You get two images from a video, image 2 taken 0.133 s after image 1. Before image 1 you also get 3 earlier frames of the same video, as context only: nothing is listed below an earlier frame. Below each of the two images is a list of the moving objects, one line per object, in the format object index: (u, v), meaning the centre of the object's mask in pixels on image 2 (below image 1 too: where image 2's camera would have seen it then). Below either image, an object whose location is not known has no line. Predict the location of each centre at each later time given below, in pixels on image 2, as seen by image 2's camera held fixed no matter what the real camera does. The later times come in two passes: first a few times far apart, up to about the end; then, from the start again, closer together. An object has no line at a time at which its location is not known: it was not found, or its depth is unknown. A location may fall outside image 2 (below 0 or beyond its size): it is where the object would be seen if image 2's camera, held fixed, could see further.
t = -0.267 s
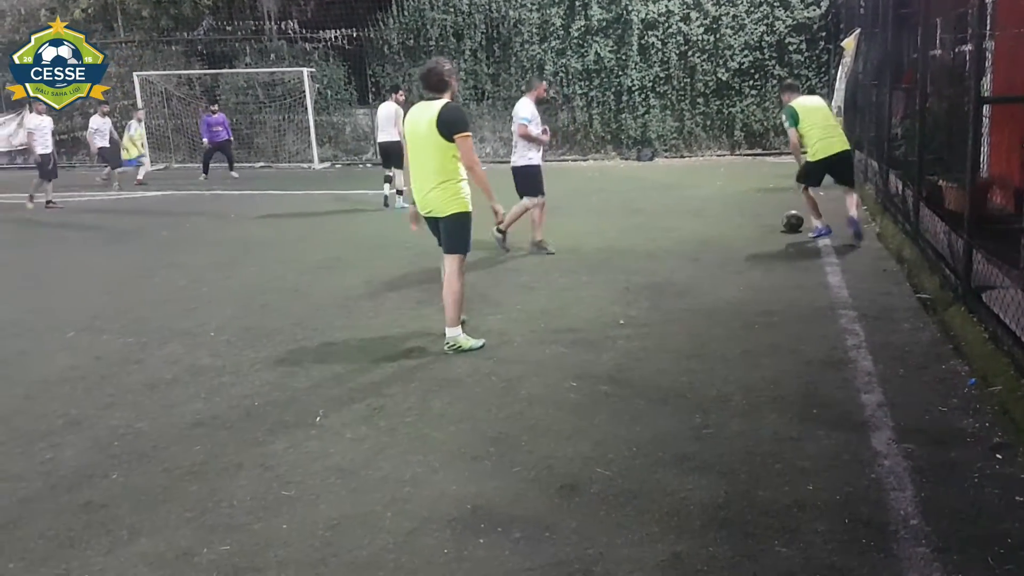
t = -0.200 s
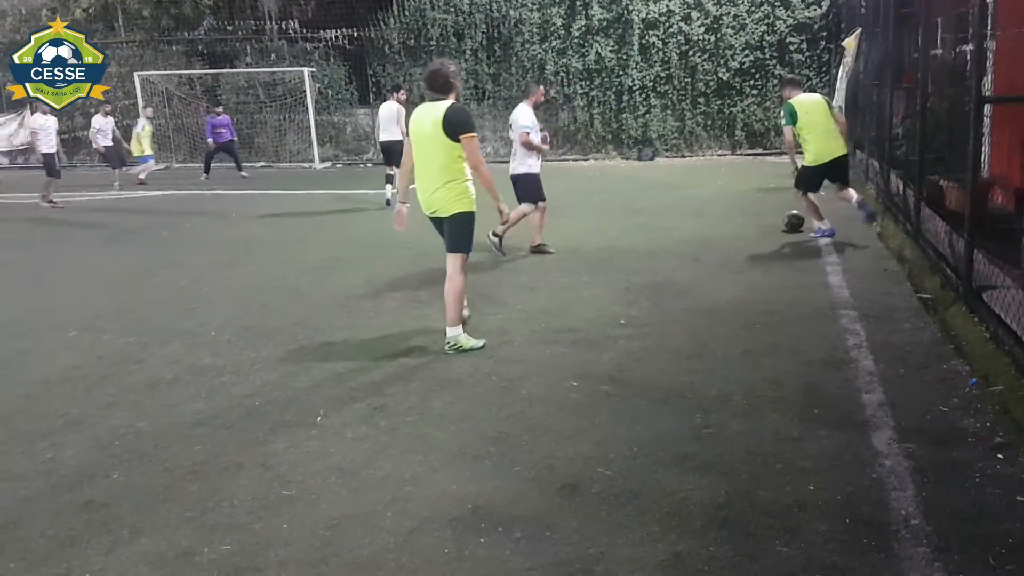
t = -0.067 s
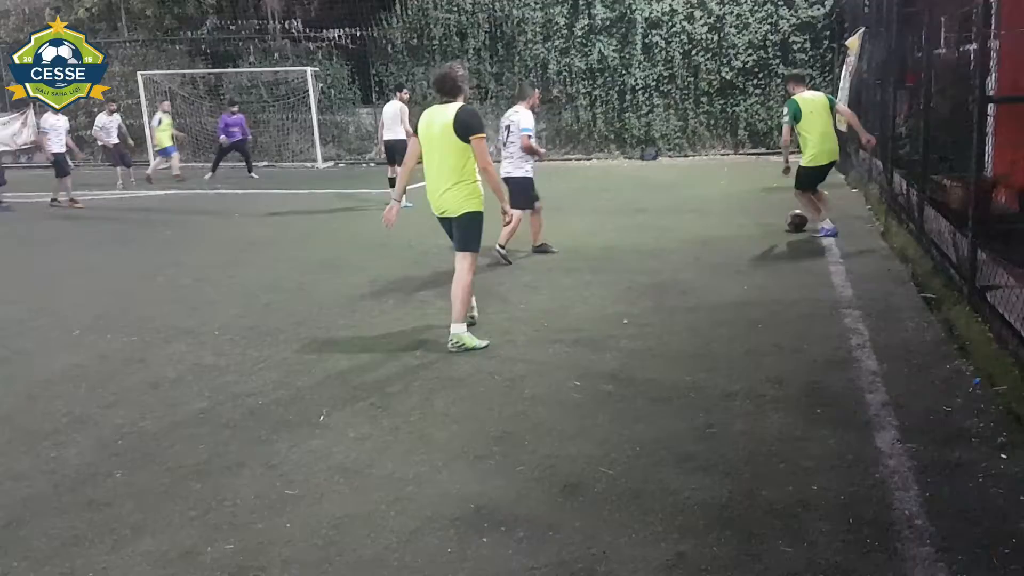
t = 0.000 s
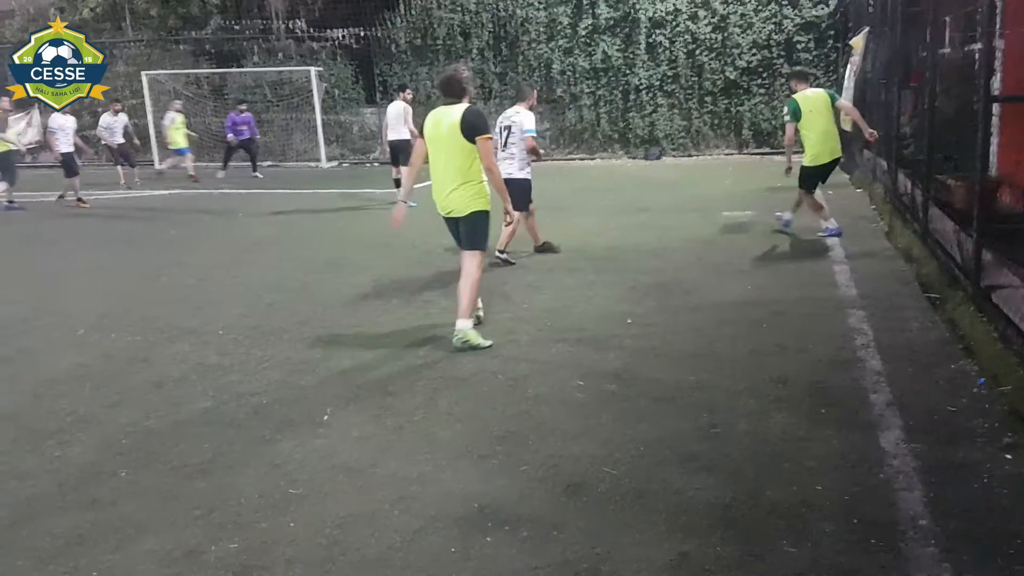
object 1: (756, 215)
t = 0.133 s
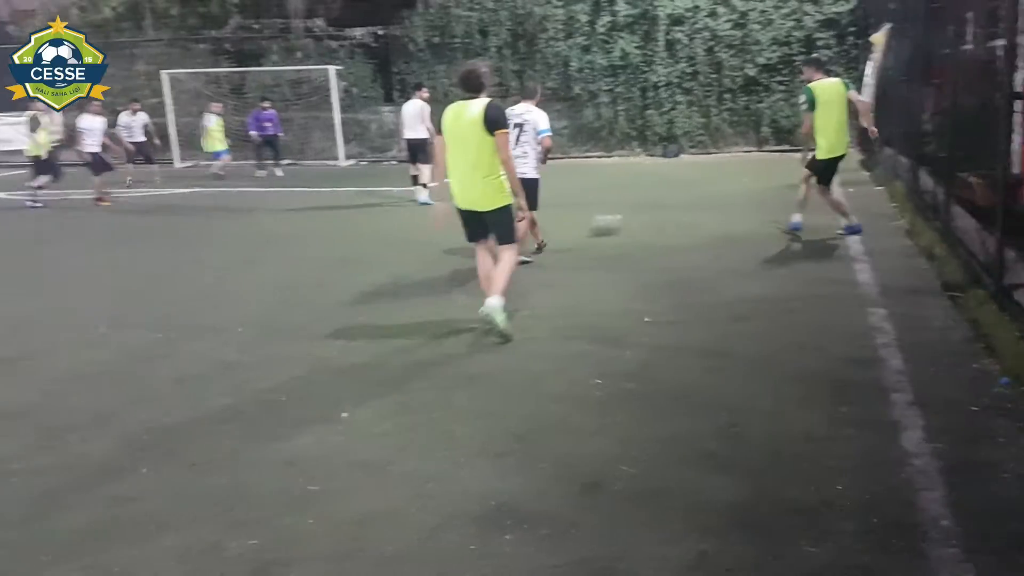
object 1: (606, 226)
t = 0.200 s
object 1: (539, 228)
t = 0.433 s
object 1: (325, 230)
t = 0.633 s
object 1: (171, 240)
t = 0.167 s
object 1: (570, 227)
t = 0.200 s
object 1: (539, 228)
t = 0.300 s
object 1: (441, 229)
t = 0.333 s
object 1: (410, 232)
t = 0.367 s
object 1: (380, 232)
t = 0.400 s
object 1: (354, 231)
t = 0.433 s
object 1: (325, 230)
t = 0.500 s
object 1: (270, 235)
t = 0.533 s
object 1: (245, 237)
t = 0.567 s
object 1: (219, 237)
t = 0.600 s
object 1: (194, 239)
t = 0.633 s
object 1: (171, 240)
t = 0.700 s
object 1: (123, 242)
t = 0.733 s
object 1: (101, 242)
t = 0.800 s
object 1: (56, 244)
